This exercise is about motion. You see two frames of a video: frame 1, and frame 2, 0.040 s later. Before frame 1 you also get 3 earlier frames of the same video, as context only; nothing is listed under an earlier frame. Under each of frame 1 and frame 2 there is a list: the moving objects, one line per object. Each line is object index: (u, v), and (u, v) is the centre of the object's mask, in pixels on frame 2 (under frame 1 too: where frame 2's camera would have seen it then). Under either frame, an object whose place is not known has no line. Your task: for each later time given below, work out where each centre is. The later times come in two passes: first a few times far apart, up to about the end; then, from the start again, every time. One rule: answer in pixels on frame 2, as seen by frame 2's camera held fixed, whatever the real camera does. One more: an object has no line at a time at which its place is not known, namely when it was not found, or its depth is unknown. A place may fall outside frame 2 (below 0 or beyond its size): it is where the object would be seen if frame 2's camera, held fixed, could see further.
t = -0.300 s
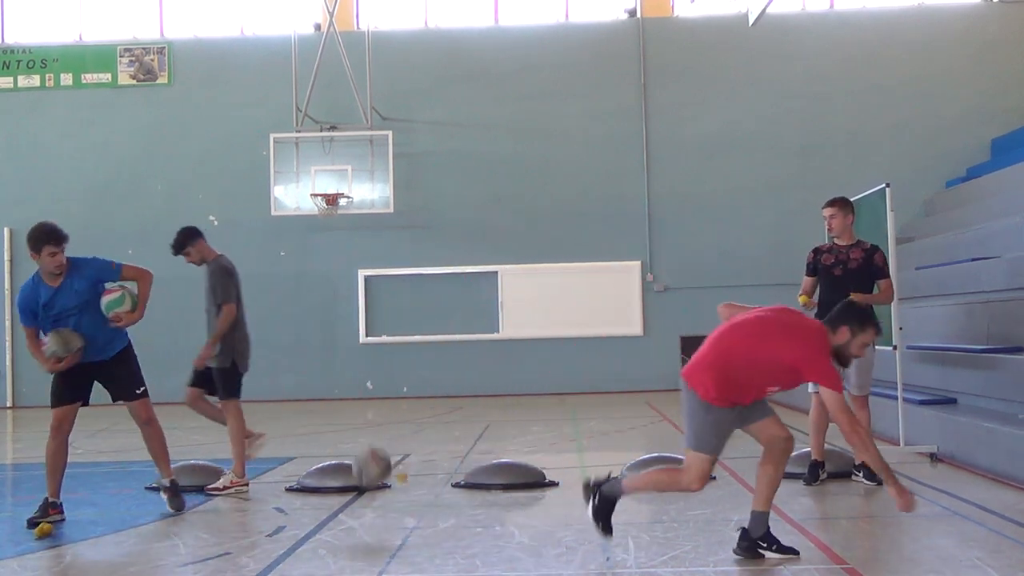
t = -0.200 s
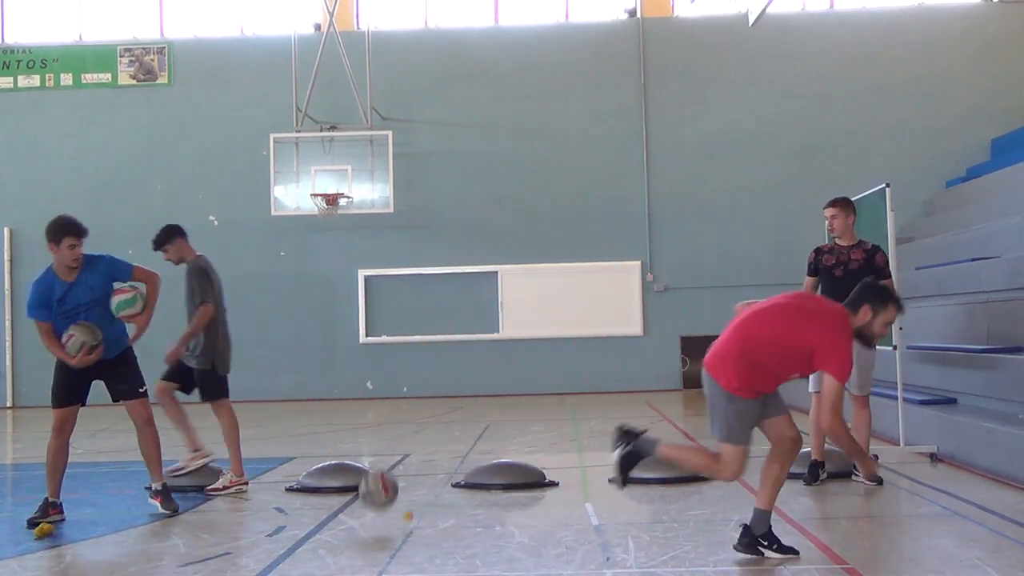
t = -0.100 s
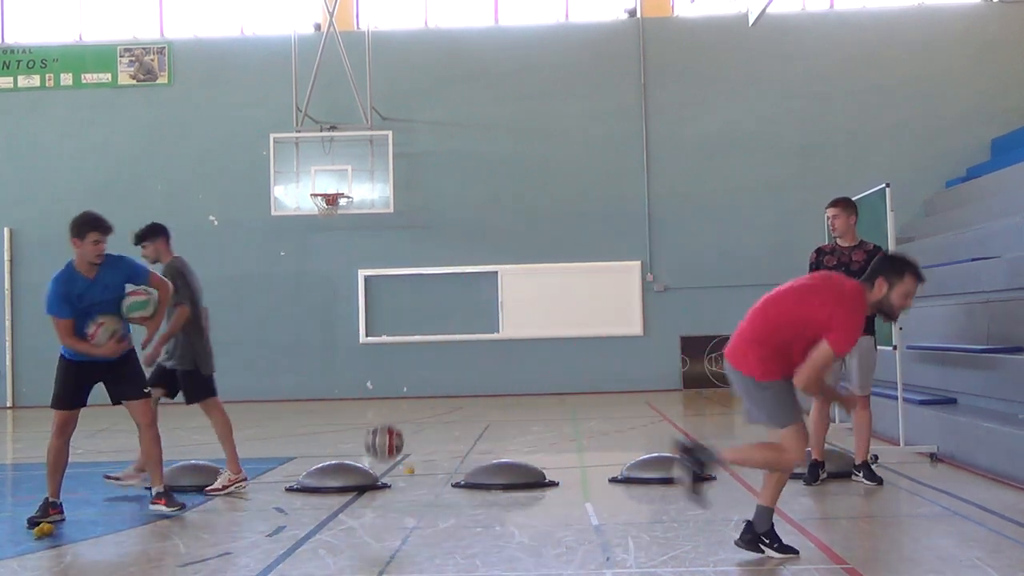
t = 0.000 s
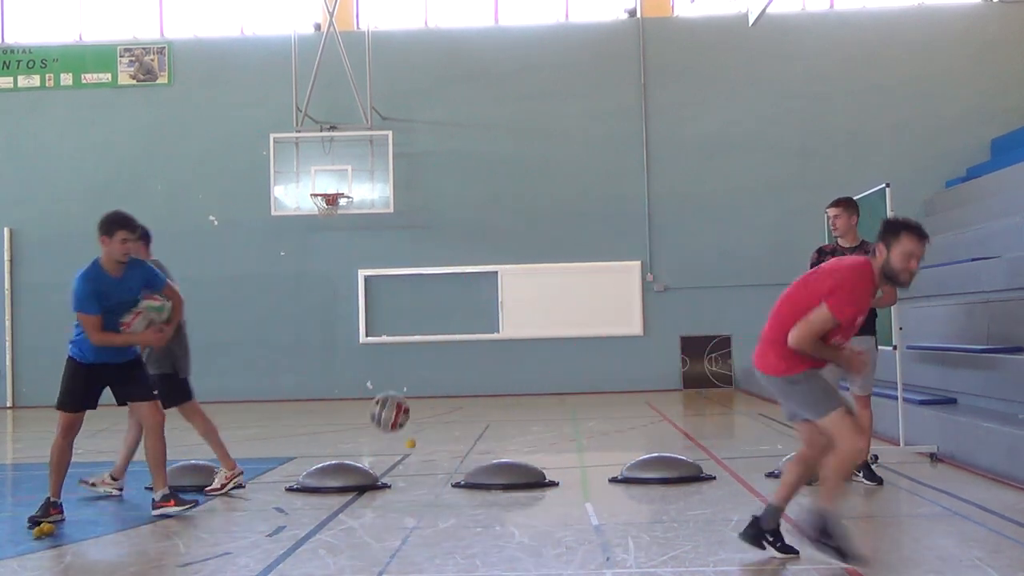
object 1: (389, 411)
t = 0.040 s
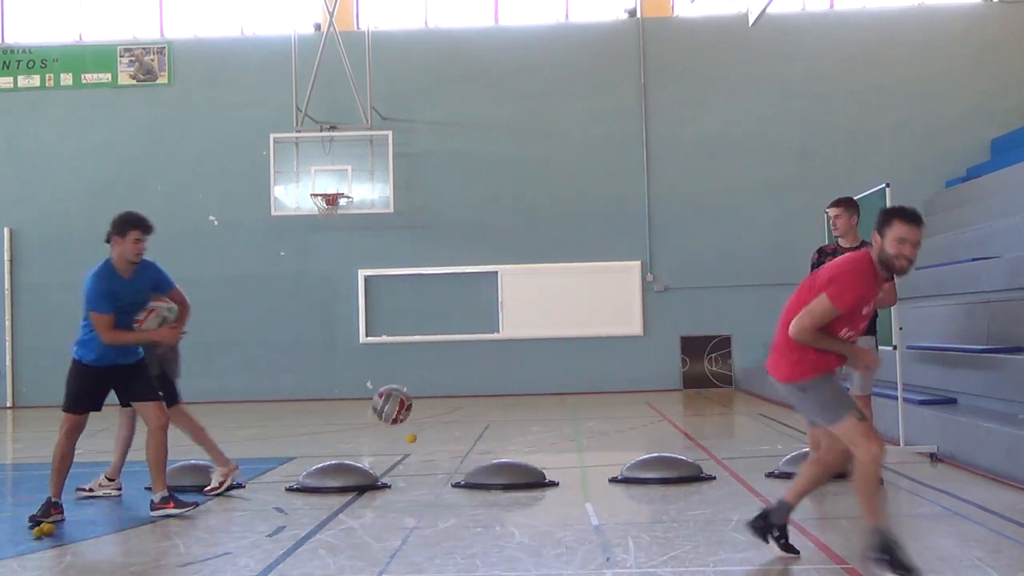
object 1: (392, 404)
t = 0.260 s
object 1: (406, 420)
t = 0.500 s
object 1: (425, 510)
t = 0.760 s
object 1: (439, 489)
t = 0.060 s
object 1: (393, 402)
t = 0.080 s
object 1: (394, 401)
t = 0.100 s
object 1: (396, 400)
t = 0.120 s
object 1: (397, 400)
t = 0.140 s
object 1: (398, 400)
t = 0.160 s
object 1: (400, 401)
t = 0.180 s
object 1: (401, 404)
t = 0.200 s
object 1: (402, 406)
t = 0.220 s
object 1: (404, 410)
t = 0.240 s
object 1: (405, 414)
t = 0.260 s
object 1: (406, 420)
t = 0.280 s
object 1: (408, 427)
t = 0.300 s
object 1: (410, 432)
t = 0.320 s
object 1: (411, 440)
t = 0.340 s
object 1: (413, 448)
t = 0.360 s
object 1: (415, 457)
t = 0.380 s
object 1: (416, 466)
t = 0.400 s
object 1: (418, 477)
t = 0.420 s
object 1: (419, 489)
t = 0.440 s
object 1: (421, 500)
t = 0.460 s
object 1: (423, 508)
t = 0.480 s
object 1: (424, 515)
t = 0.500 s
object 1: (425, 510)
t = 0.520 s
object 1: (426, 504)
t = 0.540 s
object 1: (427, 498)
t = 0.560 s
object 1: (428, 494)
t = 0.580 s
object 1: (429, 490)
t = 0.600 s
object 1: (430, 487)
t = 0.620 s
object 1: (431, 484)
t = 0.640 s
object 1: (432, 482)
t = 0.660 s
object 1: (433, 481)
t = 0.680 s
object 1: (434, 481)
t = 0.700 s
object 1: (436, 482)
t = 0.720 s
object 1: (437, 484)
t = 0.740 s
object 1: (438, 486)
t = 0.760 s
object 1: (439, 489)
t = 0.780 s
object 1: (440, 493)
